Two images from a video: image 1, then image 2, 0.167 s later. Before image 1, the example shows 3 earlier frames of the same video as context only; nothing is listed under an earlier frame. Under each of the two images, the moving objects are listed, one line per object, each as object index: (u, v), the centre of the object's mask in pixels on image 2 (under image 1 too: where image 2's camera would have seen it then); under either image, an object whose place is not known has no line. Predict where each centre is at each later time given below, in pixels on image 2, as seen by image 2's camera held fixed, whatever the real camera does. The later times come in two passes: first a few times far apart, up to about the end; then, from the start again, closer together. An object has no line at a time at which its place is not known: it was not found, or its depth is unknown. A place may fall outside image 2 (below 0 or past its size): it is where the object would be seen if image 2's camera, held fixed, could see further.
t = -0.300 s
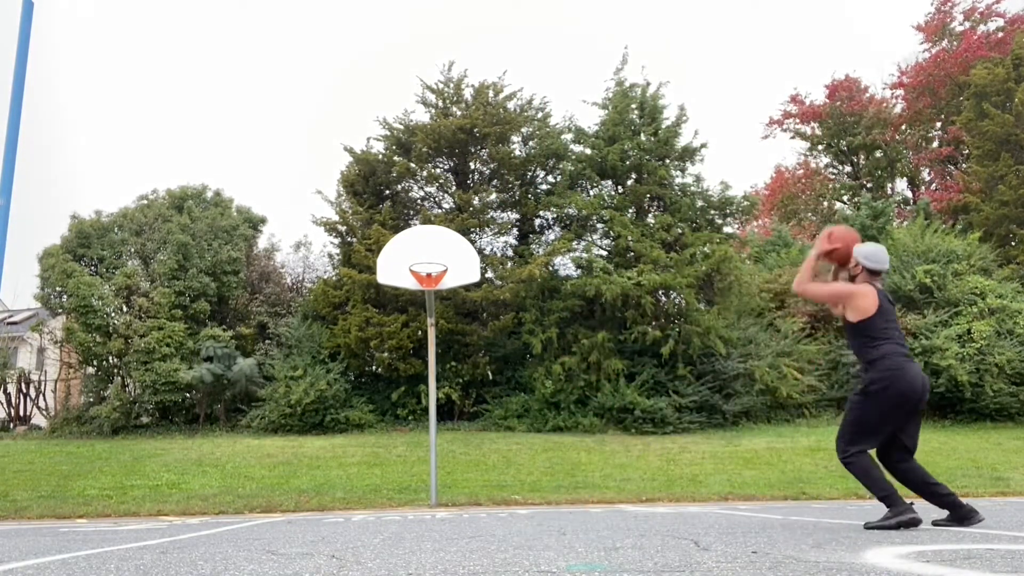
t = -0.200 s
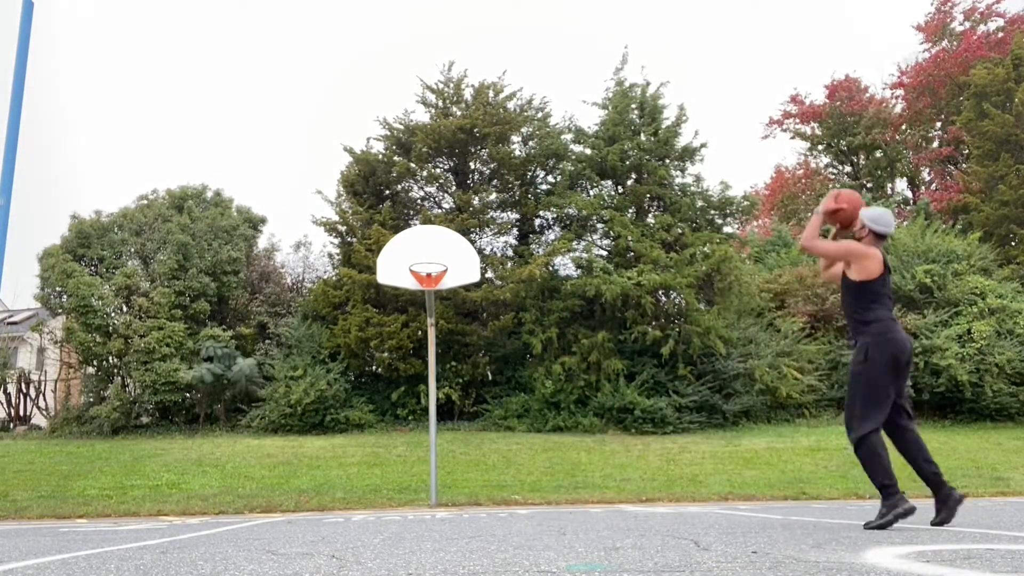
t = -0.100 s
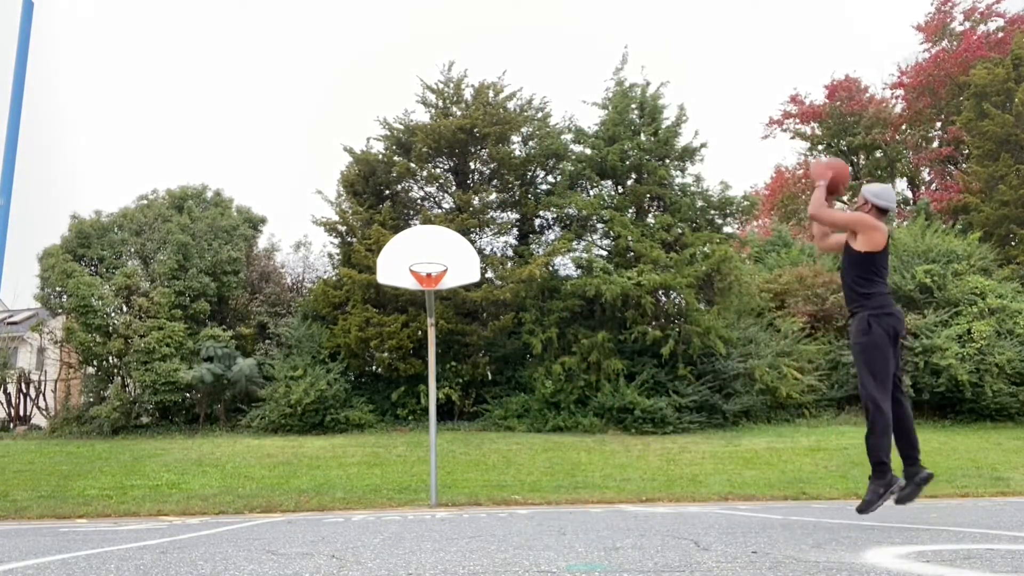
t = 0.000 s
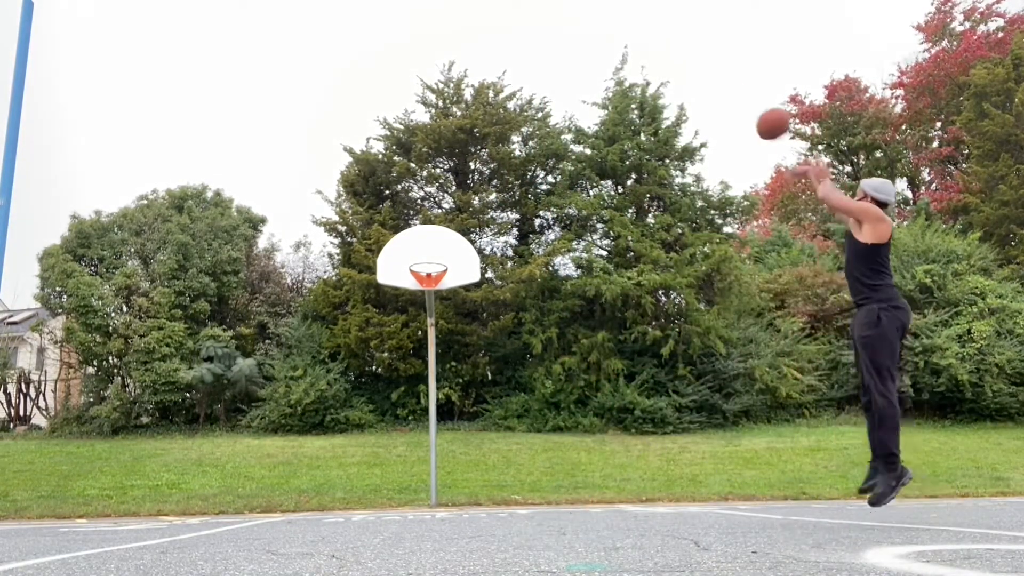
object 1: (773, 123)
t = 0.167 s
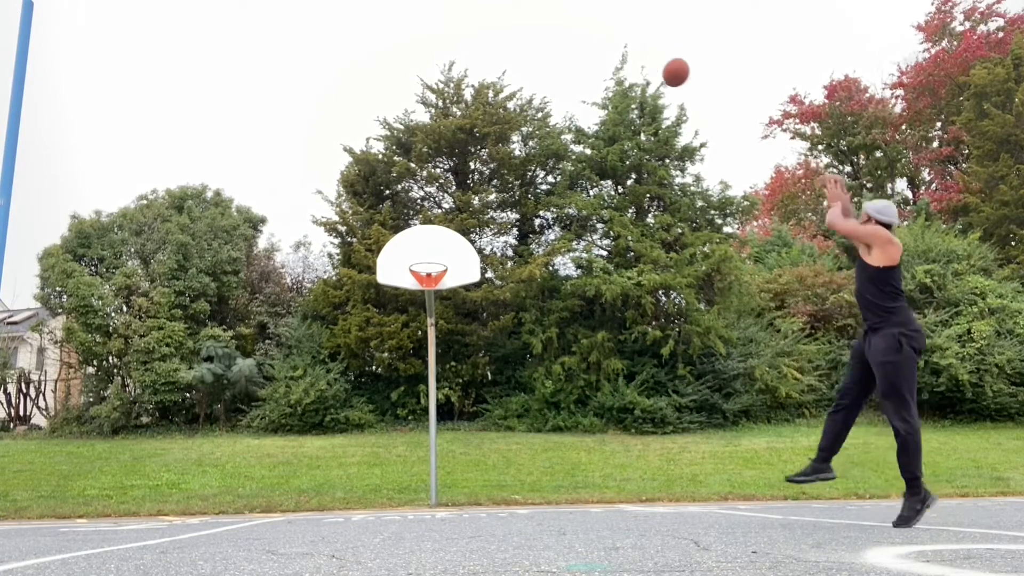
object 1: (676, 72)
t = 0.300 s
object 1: (618, 60)
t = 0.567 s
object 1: (534, 86)
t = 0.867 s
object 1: (466, 169)
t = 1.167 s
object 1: (417, 297)
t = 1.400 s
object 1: (384, 421)
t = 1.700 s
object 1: (367, 432)
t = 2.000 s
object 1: (363, 360)
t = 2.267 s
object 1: (360, 350)
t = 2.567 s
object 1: (357, 384)
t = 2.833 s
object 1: (353, 456)
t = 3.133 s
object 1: (348, 449)
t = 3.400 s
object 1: (342, 433)
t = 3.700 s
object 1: (335, 463)
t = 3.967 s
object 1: (327, 476)
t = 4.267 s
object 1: (318, 485)
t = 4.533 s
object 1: (310, 488)
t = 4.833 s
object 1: (304, 491)
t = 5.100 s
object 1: (300, 492)
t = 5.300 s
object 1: (299, 493)
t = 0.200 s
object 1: (660, 68)
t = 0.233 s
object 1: (645, 64)
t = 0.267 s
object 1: (632, 61)
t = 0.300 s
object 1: (618, 60)
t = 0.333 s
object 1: (606, 60)
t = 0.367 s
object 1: (594, 61)
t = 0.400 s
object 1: (583, 63)
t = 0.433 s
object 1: (572, 66)
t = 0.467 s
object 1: (562, 70)
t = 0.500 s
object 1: (552, 74)
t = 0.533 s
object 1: (542, 80)
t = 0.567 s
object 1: (534, 86)
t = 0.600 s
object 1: (525, 93)
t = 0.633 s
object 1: (517, 100)
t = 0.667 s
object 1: (509, 108)
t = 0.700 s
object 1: (502, 117)
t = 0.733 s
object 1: (494, 125)
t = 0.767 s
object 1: (487, 135)
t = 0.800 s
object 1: (480, 146)
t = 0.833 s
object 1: (472, 157)
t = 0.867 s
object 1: (466, 169)
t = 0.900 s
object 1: (461, 180)
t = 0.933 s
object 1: (455, 193)
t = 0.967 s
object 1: (450, 206)
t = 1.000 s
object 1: (443, 219)
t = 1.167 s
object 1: (417, 297)
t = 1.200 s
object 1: (412, 311)
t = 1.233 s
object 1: (408, 329)
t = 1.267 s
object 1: (402, 346)
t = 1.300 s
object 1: (398, 365)
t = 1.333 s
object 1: (393, 382)
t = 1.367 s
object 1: (389, 401)
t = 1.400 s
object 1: (384, 421)
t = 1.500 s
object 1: (372, 484)
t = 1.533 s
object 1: (368, 503)
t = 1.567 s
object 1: (367, 490)
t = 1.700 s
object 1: (367, 432)
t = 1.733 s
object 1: (366, 421)
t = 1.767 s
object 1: (366, 409)
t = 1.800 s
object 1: (365, 400)
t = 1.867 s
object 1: (364, 384)
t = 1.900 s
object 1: (364, 377)
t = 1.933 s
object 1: (364, 370)
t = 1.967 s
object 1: (363, 366)
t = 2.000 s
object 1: (363, 360)
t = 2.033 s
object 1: (362, 357)
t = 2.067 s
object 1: (362, 353)
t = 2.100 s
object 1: (361, 351)
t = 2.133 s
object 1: (361, 350)
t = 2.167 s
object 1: (360, 349)
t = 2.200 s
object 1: (360, 348)
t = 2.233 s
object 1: (360, 349)
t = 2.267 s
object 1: (360, 350)
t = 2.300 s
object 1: (359, 351)
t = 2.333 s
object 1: (359, 353)
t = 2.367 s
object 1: (359, 355)
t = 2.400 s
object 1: (358, 359)
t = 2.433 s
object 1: (358, 362)
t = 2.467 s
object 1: (357, 367)
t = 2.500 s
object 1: (357, 372)
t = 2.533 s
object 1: (357, 378)
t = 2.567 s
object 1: (357, 384)
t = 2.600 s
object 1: (356, 391)
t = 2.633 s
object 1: (356, 398)
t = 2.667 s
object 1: (355, 406)
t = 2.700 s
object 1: (355, 415)
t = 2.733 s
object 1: (354, 424)
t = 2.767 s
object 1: (354, 434)
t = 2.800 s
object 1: (354, 445)
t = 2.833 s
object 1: (353, 456)
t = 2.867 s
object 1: (353, 467)
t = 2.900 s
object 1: (352, 479)
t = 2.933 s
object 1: (352, 488)
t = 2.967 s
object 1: (351, 481)
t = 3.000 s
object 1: (351, 473)
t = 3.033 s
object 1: (349, 466)
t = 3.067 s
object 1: (349, 459)
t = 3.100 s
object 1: (348, 454)
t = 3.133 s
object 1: (348, 449)
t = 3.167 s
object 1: (347, 445)
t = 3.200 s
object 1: (346, 441)
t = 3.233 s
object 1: (345, 438)
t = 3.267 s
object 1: (345, 436)
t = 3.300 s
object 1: (344, 434)
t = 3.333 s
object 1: (343, 433)
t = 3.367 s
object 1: (343, 433)
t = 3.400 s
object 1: (342, 433)
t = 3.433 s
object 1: (341, 434)
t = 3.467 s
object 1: (340, 435)
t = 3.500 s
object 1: (339, 437)
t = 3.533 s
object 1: (339, 440)
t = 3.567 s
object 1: (338, 443)
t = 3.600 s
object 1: (337, 447)
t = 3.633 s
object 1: (336, 452)
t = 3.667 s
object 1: (336, 457)
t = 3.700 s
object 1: (335, 463)
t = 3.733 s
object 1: (334, 468)
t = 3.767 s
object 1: (333, 476)
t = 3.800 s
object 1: (332, 483)
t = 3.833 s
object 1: (333, 483)
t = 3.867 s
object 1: (330, 482)
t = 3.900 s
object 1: (329, 478)
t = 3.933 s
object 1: (328, 477)
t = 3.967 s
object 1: (327, 476)
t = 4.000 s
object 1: (326, 475)
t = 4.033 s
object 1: (325, 475)
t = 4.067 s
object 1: (324, 476)
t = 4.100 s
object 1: (323, 477)
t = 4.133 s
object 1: (322, 479)
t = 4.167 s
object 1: (321, 482)
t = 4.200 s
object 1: (319, 484)
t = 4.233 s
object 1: (318, 486)
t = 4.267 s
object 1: (318, 485)
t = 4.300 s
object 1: (317, 486)
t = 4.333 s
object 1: (315, 486)
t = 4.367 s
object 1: (315, 486)
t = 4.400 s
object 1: (314, 487)
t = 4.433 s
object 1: (313, 487)
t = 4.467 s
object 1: (312, 488)
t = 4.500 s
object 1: (311, 488)
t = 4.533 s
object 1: (310, 488)
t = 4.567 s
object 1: (310, 488)
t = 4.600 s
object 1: (309, 489)
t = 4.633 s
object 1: (308, 489)
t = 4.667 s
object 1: (308, 489)
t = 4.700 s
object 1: (307, 490)
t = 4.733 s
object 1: (306, 490)
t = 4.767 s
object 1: (306, 490)
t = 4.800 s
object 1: (305, 491)
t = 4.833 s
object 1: (304, 491)
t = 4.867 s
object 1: (304, 491)
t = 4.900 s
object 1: (304, 491)
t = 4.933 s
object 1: (303, 492)
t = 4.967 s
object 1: (303, 492)
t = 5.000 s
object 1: (302, 492)
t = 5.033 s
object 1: (301, 492)
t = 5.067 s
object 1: (301, 492)
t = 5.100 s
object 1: (300, 492)
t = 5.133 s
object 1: (300, 493)
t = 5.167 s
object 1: (300, 493)
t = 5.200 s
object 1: (299, 493)
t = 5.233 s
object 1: (299, 493)
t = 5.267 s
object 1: (299, 493)
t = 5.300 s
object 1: (299, 493)
